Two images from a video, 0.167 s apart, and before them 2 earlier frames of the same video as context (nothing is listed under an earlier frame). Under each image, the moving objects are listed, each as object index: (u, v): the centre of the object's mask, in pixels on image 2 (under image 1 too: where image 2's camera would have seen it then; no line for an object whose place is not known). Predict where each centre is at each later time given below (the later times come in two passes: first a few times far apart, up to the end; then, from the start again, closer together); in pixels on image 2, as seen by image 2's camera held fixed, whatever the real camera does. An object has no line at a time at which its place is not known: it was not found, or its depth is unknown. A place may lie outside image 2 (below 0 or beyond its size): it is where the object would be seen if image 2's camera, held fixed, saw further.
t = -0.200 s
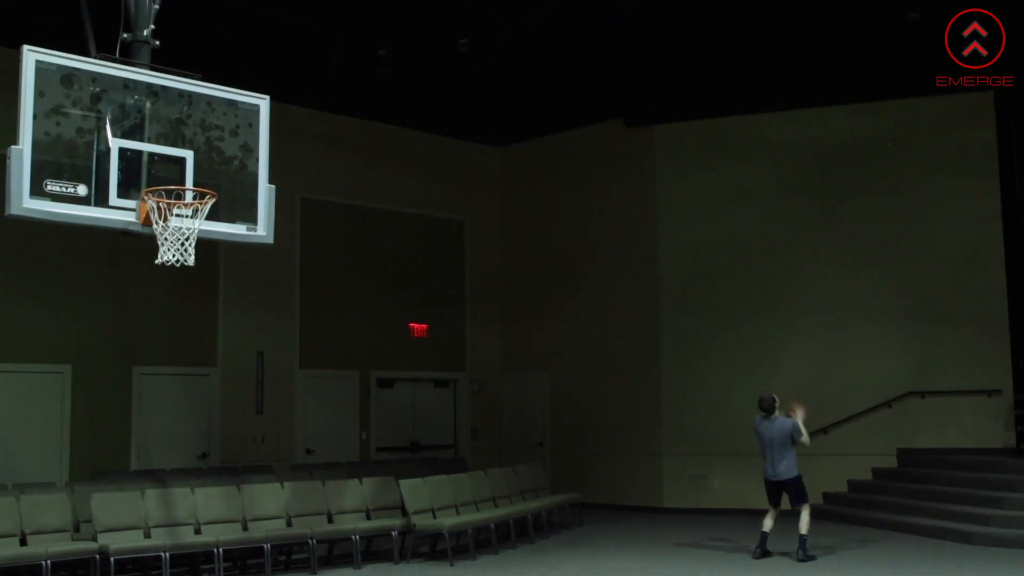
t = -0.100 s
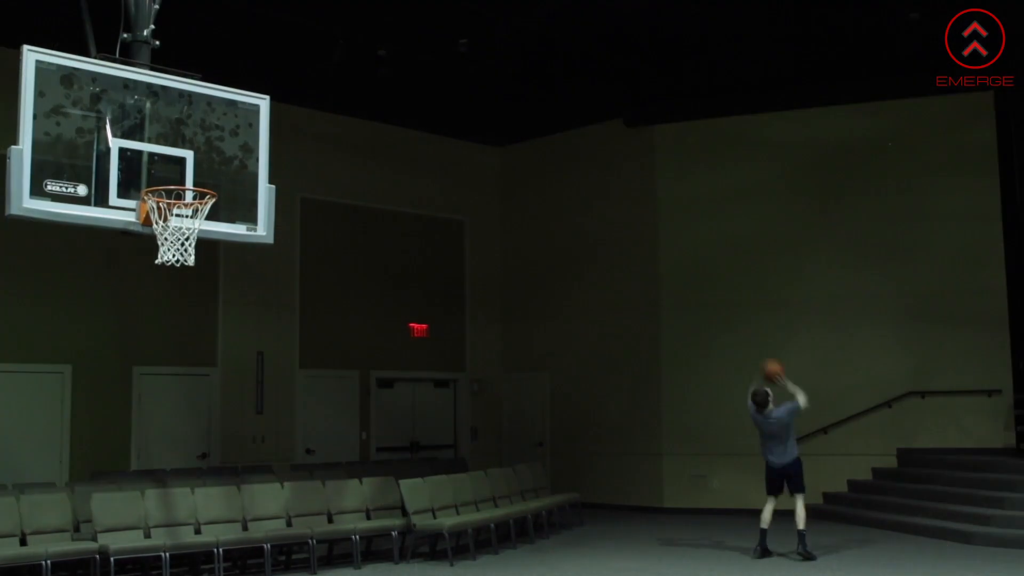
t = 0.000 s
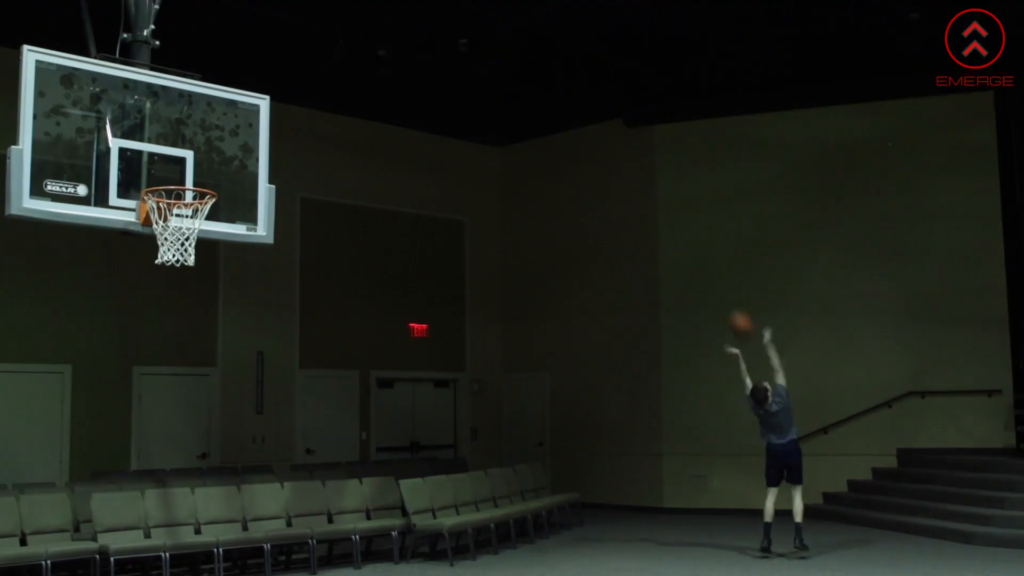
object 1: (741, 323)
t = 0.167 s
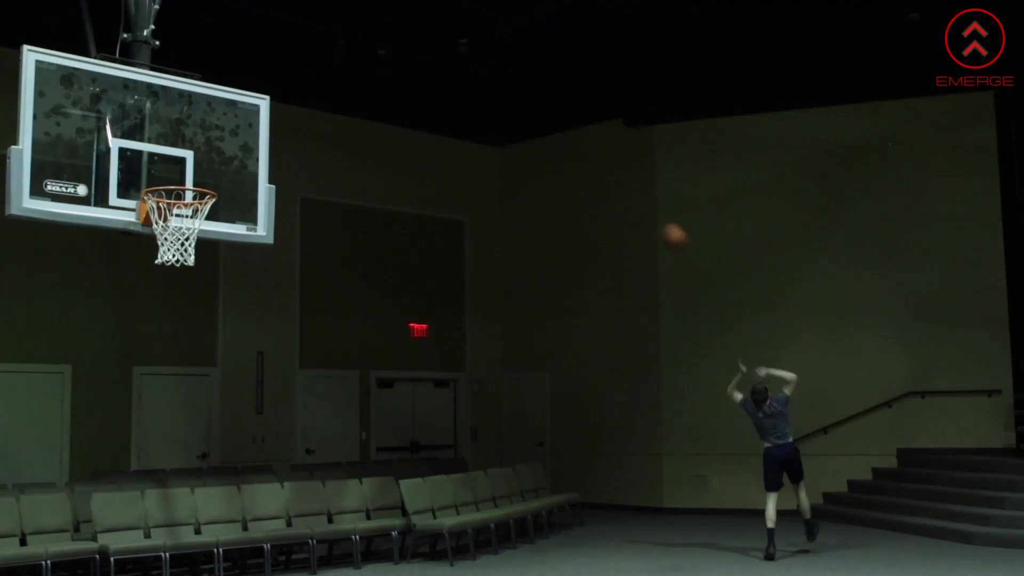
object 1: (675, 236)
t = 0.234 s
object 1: (646, 206)
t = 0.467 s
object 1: (532, 130)
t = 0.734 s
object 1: (376, 109)
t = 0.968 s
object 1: (204, 170)
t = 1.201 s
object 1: (196, 233)
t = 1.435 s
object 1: (199, 263)
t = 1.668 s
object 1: (194, 383)
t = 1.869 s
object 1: (190, 559)
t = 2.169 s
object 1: (178, 500)
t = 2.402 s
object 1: (166, 416)
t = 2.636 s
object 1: (153, 415)
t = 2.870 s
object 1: (138, 505)
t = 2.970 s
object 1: (131, 563)
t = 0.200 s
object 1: (661, 221)
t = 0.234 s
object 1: (646, 206)
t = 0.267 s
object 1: (630, 191)
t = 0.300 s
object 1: (615, 179)
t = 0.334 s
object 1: (598, 166)
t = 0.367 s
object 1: (582, 156)
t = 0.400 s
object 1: (566, 146)
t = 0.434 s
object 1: (550, 137)
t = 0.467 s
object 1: (532, 130)
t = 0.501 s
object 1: (515, 125)
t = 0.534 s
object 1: (497, 119)
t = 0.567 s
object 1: (478, 114)
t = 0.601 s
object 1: (458, 111)
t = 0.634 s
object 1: (439, 108)
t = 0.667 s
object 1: (418, 108)
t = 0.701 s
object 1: (397, 108)
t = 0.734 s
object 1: (376, 109)
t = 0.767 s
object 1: (353, 112)
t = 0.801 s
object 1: (329, 118)
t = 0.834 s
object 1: (306, 123)
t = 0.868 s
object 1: (285, 130)
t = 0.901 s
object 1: (255, 144)
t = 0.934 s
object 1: (229, 157)
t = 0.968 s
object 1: (204, 170)
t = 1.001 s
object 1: (171, 179)
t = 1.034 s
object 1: (169, 202)
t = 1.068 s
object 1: (175, 212)
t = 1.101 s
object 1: (179, 220)
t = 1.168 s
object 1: (191, 236)
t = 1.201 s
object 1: (196, 233)
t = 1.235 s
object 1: (196, 230)
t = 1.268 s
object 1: (197, 232)
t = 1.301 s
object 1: (198, 234)
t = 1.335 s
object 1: (199, 240)
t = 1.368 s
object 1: (199, 246)
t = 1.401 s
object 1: (199, 255)
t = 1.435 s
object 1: (199, 263)
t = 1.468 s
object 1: (198, 276)
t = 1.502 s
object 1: (197, 288)
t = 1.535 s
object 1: (197, 303)
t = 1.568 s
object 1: (196, 320)
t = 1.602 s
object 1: (195, 339)
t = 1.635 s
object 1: (195, 359)
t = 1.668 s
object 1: (194, 383)
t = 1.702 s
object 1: (193, 408)
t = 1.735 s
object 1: (193, 434)
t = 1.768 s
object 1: (192, 463)
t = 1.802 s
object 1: (192, 492)
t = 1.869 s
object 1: (190, 559)
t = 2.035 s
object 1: (185, 570)
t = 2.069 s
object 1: (184, 559)
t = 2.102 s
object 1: (182, 541)
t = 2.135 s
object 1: (180, 518)
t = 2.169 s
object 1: (178, 500)
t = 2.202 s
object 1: (177, 482)
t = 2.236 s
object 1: (175, 467)
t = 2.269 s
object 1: (173, 454)
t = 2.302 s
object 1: (172, 442)
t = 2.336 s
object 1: (170, 432)
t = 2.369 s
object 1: (168, 423)
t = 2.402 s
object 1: (166, 416)
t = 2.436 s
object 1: (165, 411)
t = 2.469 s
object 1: (163, 408)
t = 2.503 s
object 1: (161, 405)
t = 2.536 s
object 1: (159, 405)
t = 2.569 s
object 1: (157, 407)
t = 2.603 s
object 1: (155, 410)
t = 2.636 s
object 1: (153, 415)
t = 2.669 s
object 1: (151, 422)
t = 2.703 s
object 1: (149, 431)
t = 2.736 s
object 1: (147, 441)
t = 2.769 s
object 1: (145, 454)
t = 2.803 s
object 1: (142, 469)
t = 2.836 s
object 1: (140, 485)
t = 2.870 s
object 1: (138, 505)
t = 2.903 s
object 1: (135, 524)
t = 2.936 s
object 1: (132, 550)
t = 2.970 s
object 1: (131, 563)
